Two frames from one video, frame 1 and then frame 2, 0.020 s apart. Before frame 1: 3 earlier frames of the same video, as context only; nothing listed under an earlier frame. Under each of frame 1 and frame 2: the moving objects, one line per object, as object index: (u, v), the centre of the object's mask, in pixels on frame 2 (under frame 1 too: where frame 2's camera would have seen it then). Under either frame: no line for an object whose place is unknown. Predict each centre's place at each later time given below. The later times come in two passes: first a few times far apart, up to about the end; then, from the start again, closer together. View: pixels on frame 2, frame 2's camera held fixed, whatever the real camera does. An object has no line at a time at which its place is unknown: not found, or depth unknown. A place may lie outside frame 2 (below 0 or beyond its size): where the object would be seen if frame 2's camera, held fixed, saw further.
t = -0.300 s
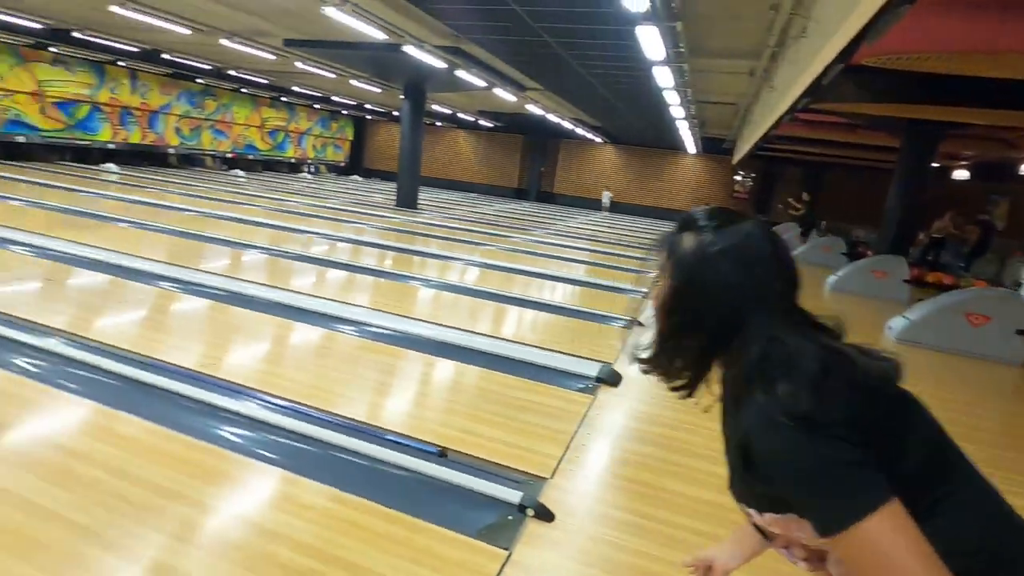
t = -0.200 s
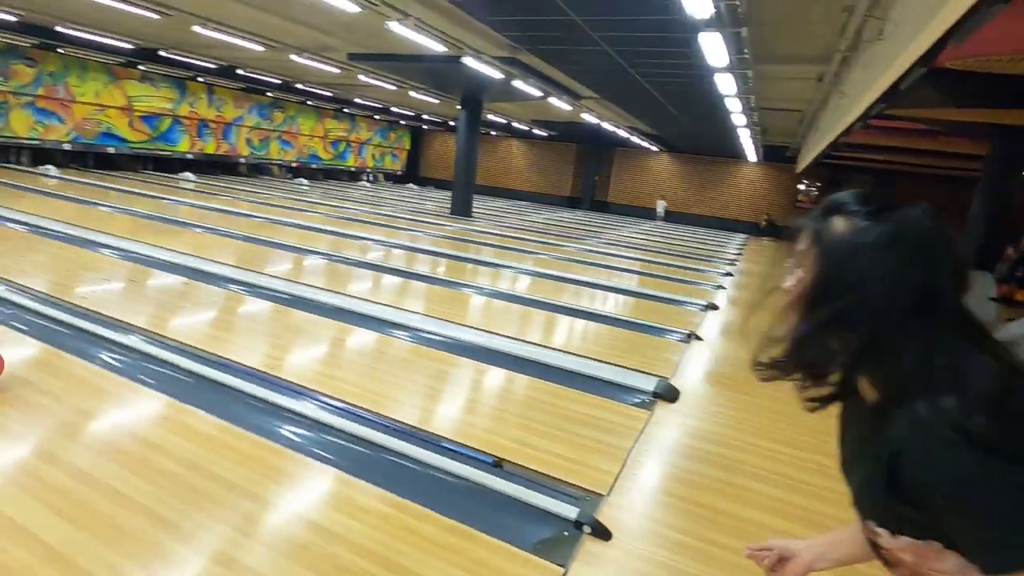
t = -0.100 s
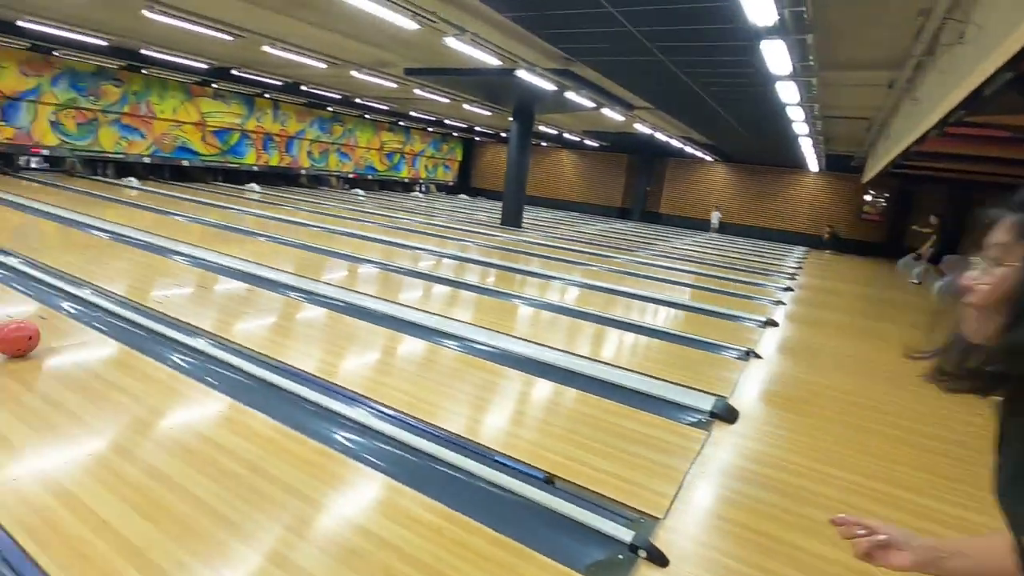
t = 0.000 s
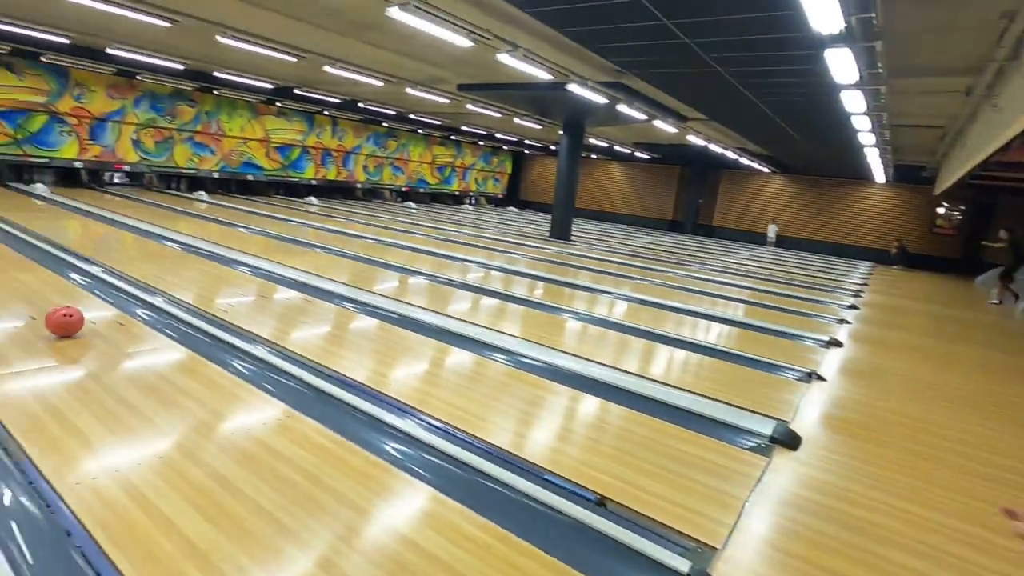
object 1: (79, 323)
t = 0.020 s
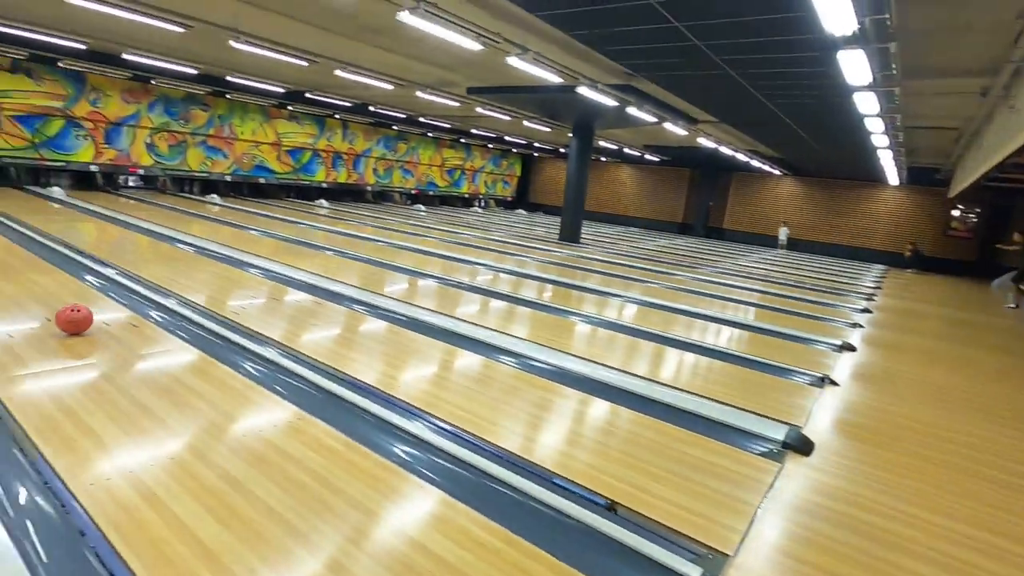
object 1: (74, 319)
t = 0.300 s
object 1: (18, 278)
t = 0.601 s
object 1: (-21, 249)
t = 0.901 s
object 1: (-50, 229)
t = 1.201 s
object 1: (-72, 215)
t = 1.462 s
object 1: (-86, 206)
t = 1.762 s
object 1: (-99, 196)
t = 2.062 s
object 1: (-112, 189)
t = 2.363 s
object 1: (-120, 183)
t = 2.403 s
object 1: (-121, 183)
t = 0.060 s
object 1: (65, 312)
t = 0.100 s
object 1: (56, 305)
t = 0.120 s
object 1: (51, 302)
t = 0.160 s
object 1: (43, 295)
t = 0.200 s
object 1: (35, 290)
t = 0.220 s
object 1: (32, 288)
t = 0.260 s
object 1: (25, 282)
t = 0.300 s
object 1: (18, 278)
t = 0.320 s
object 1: (16, 275)
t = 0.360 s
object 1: (10, 271)
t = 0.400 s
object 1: (4, 267)
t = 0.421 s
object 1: (2, 264)
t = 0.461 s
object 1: (-4, 261)
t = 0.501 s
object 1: (-9, 257)
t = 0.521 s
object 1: (-11, 255)
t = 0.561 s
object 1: (-16, 252)
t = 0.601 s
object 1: (-21, 249)
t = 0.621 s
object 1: (-23, 248)
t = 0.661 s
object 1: (-27, 245)
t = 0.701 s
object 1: (-31, 242)
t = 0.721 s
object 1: (-34, 240)
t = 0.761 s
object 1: (-37, 238)
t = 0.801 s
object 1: (-41, 235)
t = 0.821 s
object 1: (-43, 234)
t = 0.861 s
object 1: (-47, 232)
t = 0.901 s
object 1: (-50, 229)
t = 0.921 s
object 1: (-51, 228)
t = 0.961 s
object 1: (-55, 226)
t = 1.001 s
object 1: (-58, 224)
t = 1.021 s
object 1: (-59, 223)
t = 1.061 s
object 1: (-63, 221)
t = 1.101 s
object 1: (-66, 219)
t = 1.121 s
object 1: (-67, 218)
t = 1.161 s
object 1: (-69, 216)
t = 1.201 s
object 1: (-72, 215)
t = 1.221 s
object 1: (-73, 214)
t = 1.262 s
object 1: (-76, 212)
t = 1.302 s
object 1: (-78, 211)
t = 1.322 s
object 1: (-79, 211)
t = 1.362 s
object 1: (-81, 208)
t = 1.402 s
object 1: (-83, 207)
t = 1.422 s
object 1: (-84, 206)
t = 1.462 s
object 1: (-86, 206)
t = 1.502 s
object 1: (-88, 205)
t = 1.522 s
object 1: (-89, 204)
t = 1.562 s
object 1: (-91, 202)
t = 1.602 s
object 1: (-94, 200)
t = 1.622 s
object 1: (-95, 200)
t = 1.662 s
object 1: (-96, 199)
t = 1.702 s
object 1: (-98, 198)
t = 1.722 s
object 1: (-98, 198)
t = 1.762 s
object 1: (-99, 196)
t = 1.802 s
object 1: (-102, 195)
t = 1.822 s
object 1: (-103, 195)
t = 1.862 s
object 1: (-103, 194)
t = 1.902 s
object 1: (-104, 193)
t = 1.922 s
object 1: (-106, 192)
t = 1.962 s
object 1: (-108, 191)
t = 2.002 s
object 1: (-110, 191)
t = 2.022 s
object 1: (-110, 190)
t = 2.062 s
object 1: (-112, 189)
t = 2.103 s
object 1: (-113, 188)
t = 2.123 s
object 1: (-113, 187)
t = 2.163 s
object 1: (-114, 187)
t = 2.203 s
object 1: (-116, 186)
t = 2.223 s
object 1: (-117, 185)
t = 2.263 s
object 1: (-119, 184)
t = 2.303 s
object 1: (-119, 183)
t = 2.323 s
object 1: (-119, 183)
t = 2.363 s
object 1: (-120, 183)
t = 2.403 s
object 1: (-121, 183)
